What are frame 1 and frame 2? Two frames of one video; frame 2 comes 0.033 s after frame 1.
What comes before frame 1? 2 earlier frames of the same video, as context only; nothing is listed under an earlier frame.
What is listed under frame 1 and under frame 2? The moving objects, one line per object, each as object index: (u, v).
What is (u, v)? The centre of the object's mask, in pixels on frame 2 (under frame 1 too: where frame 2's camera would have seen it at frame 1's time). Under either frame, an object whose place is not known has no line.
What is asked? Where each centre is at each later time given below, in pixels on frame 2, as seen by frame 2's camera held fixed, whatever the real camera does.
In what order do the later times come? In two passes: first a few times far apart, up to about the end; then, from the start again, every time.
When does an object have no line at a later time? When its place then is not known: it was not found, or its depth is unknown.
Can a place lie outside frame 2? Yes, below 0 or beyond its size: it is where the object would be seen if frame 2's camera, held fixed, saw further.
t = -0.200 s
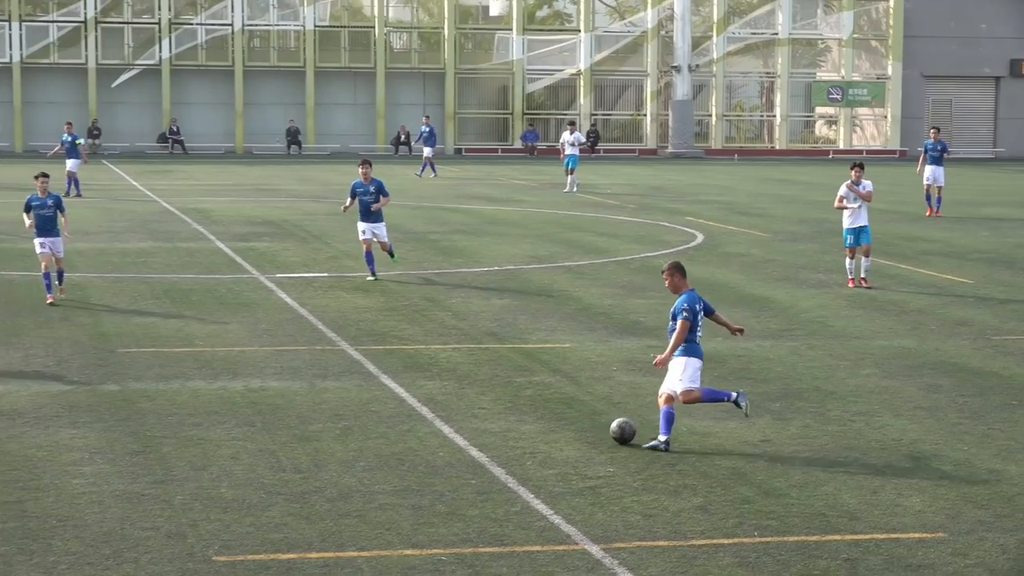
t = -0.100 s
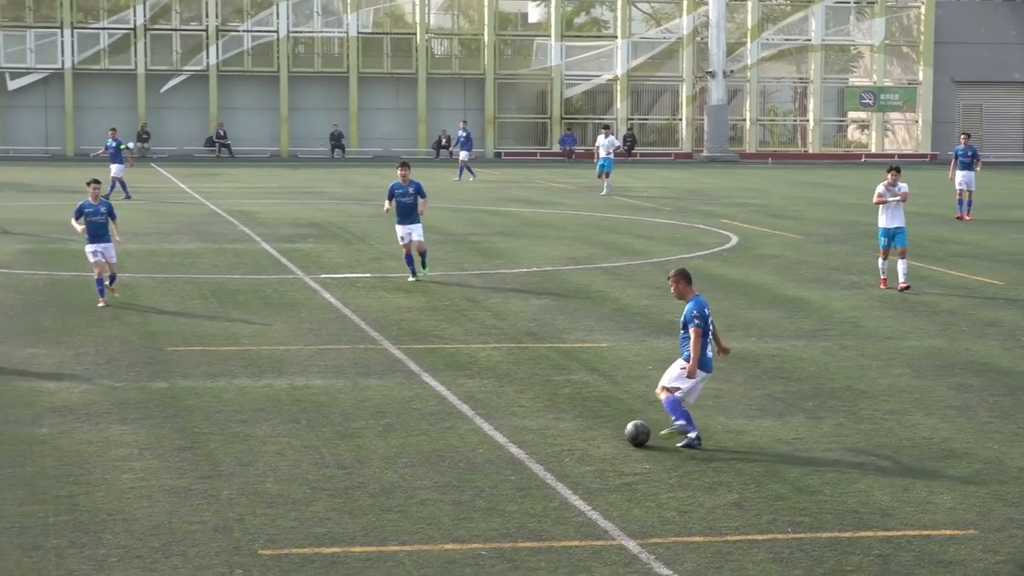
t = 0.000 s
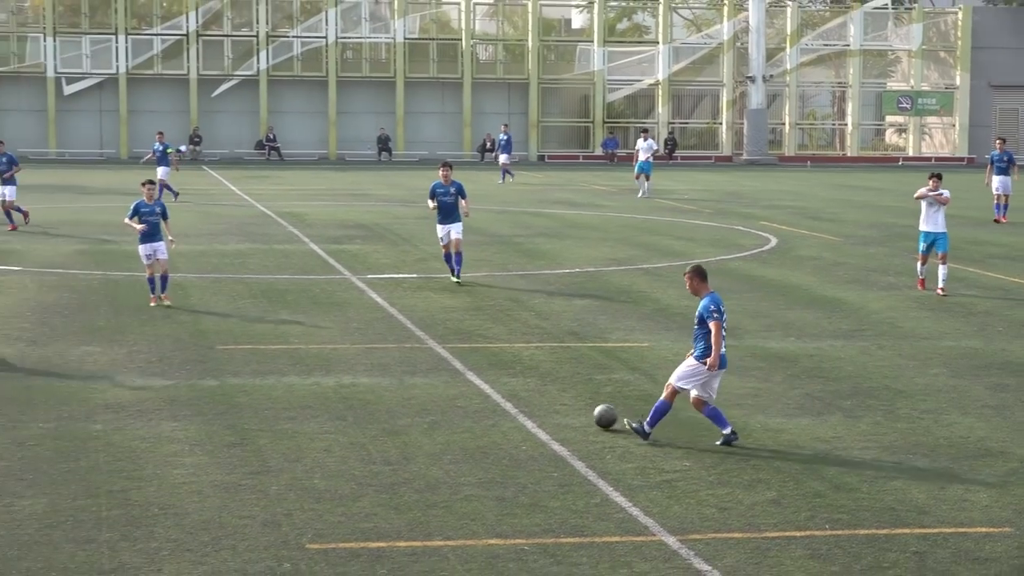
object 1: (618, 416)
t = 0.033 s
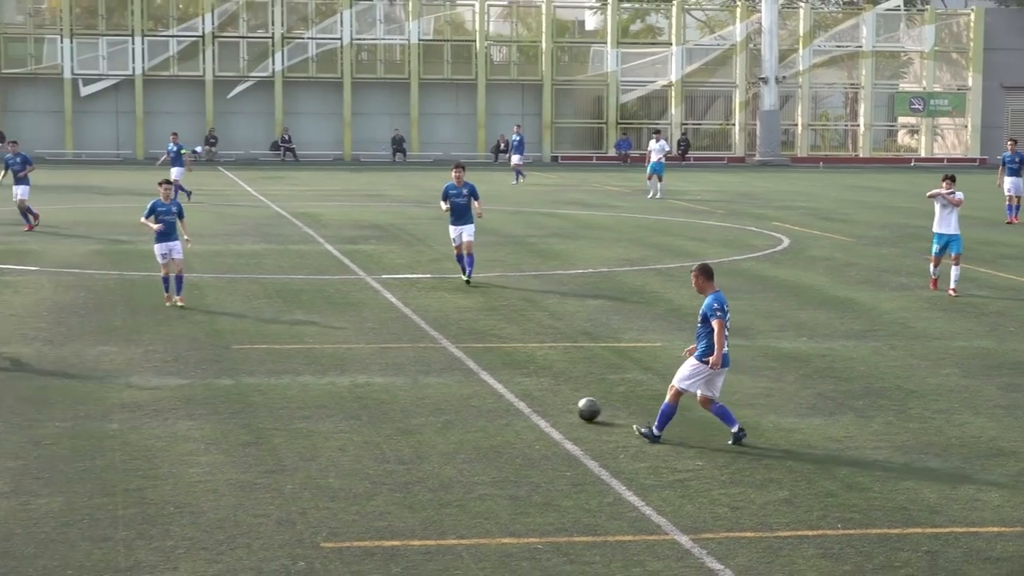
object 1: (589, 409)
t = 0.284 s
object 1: (416, 366)
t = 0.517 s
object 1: (306, 340)
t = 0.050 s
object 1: (574, 407)
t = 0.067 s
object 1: (560, 403)
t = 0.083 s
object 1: (548, 399)
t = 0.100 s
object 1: (535, 395)
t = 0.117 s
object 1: (523, 391)
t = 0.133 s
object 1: (511, 388)
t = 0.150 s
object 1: (499, 385)
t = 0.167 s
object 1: (488, 383)
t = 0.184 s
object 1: (476, 381)
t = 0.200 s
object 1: (466, 379)
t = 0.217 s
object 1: (455, 377)
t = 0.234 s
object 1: (445, 375)
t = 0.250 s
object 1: (435, 372)
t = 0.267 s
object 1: (425, 368)
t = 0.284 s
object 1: (416, 366)
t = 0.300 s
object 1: (406, 364)
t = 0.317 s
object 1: (397, 362)
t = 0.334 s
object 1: (389, 360)
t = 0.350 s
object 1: (380, 359)
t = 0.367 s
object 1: (372, 356)
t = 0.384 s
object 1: (364, 353)
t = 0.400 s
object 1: (357, 351)
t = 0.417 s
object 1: (348, 350)
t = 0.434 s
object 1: (341, 348)
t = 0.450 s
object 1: (333, 347)
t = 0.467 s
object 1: (326, 346)
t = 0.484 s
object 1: (320, 344)
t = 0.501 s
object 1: (313, 342)
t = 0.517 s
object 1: (306, 340)
